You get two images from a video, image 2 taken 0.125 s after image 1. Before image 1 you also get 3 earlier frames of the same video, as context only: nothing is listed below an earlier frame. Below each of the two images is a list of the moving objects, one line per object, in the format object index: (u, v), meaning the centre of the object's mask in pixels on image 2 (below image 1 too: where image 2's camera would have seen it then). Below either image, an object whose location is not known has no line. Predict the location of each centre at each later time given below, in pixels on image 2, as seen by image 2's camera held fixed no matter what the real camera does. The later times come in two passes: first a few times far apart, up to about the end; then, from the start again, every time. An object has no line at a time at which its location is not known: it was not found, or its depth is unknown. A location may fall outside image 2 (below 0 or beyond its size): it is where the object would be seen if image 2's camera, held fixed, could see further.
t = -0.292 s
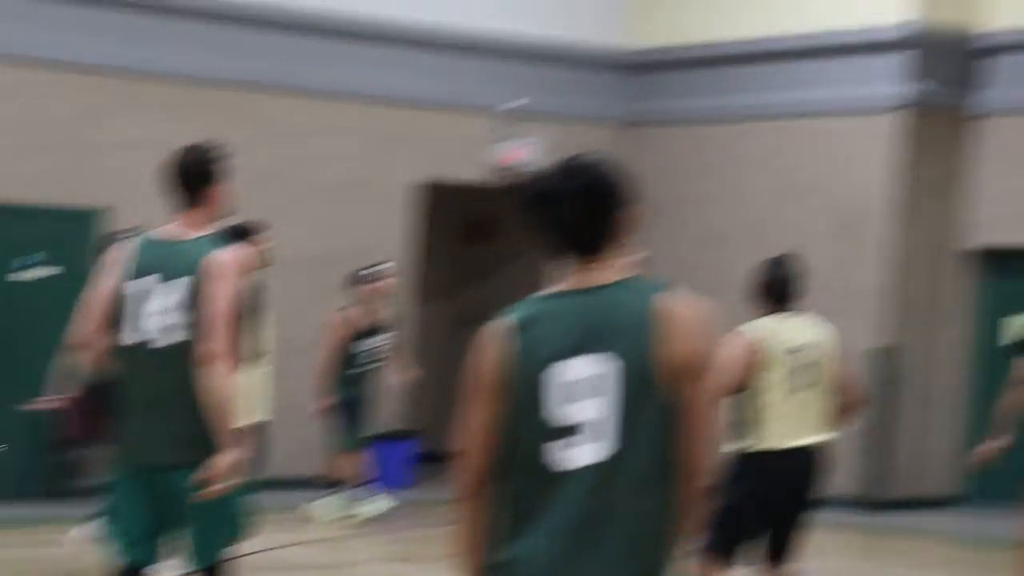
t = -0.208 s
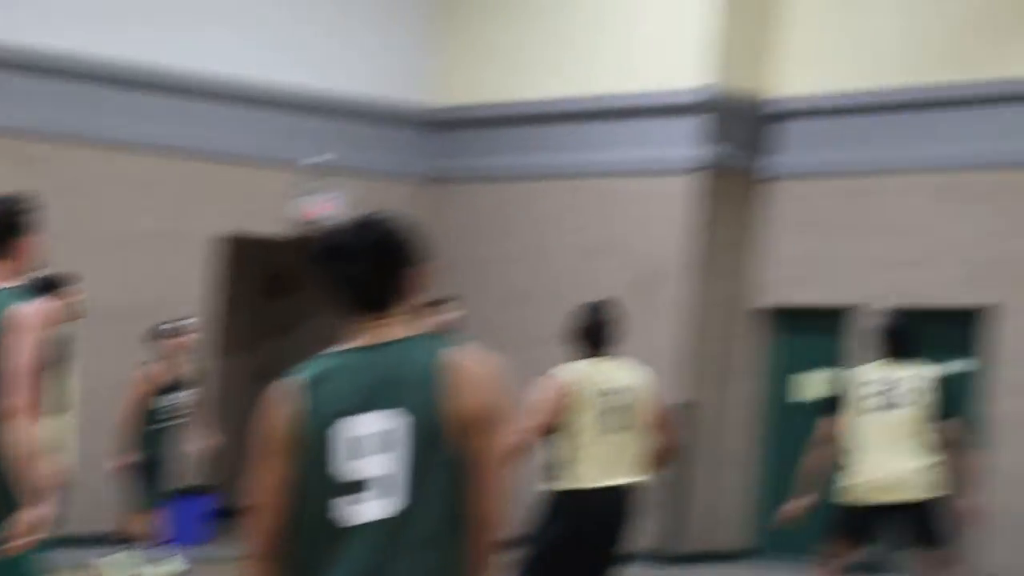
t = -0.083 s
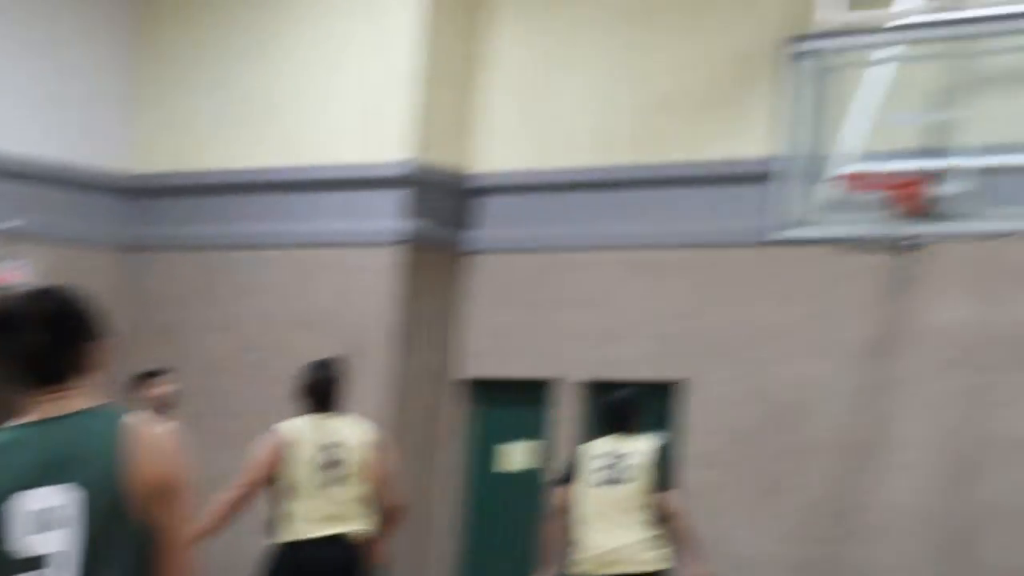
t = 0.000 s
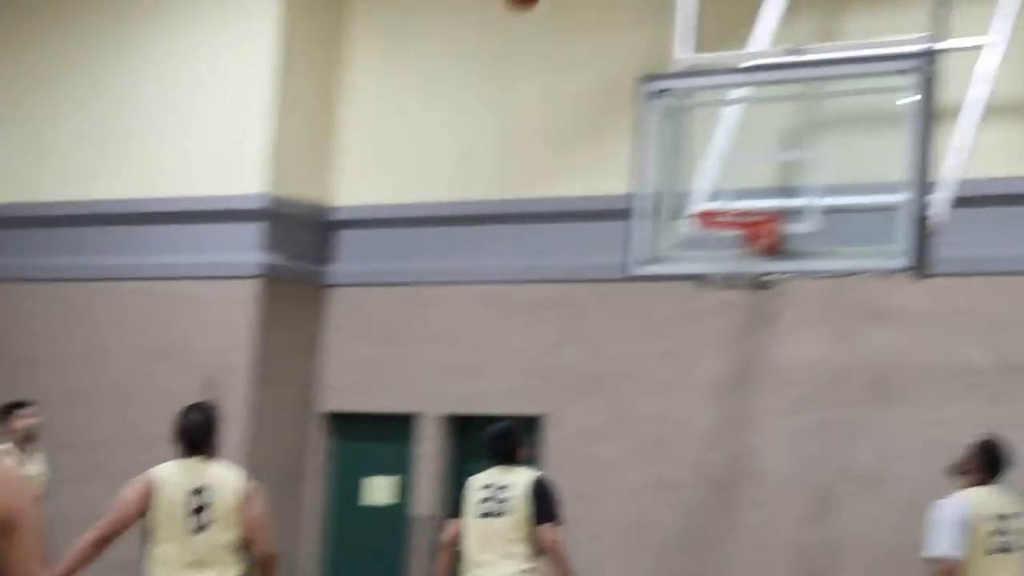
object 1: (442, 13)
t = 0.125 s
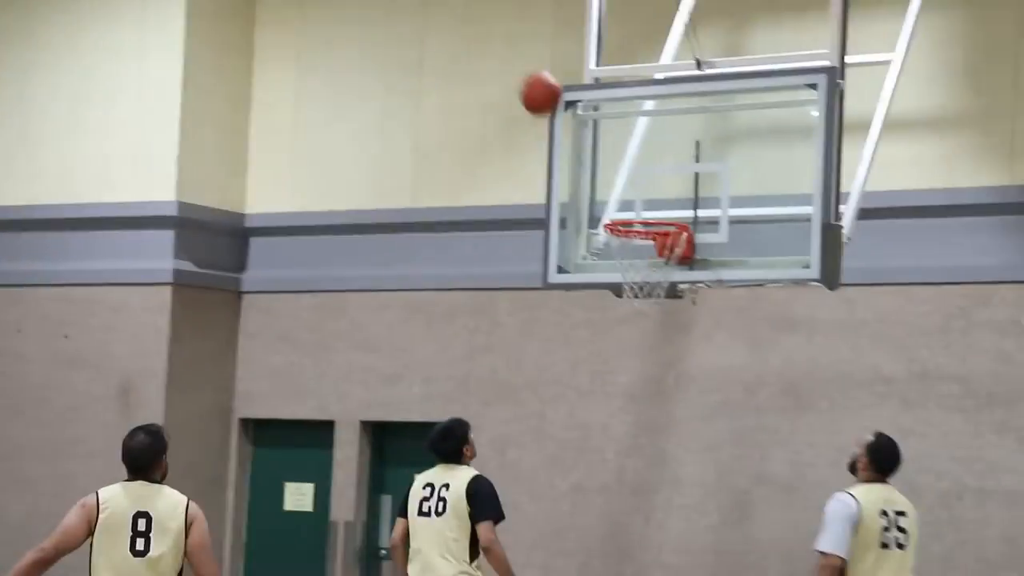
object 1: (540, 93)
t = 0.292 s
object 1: (659, 248)
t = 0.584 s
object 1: (601, 484)
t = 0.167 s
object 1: (576, 129)
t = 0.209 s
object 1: (610, 170)
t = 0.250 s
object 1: (646, 207)
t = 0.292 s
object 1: (659, 248)
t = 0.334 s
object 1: (653, 282)
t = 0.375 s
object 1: (645, 307)
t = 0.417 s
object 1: (636, 336)
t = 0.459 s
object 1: (627, 367)
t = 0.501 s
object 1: (619, 402)
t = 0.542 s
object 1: (610, 441)
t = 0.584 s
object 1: (601, 484)
